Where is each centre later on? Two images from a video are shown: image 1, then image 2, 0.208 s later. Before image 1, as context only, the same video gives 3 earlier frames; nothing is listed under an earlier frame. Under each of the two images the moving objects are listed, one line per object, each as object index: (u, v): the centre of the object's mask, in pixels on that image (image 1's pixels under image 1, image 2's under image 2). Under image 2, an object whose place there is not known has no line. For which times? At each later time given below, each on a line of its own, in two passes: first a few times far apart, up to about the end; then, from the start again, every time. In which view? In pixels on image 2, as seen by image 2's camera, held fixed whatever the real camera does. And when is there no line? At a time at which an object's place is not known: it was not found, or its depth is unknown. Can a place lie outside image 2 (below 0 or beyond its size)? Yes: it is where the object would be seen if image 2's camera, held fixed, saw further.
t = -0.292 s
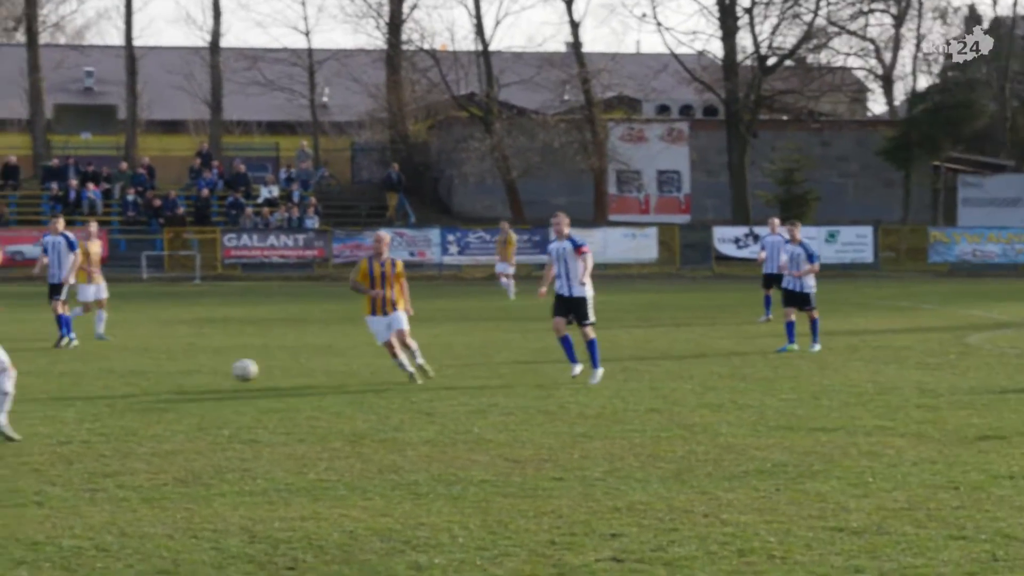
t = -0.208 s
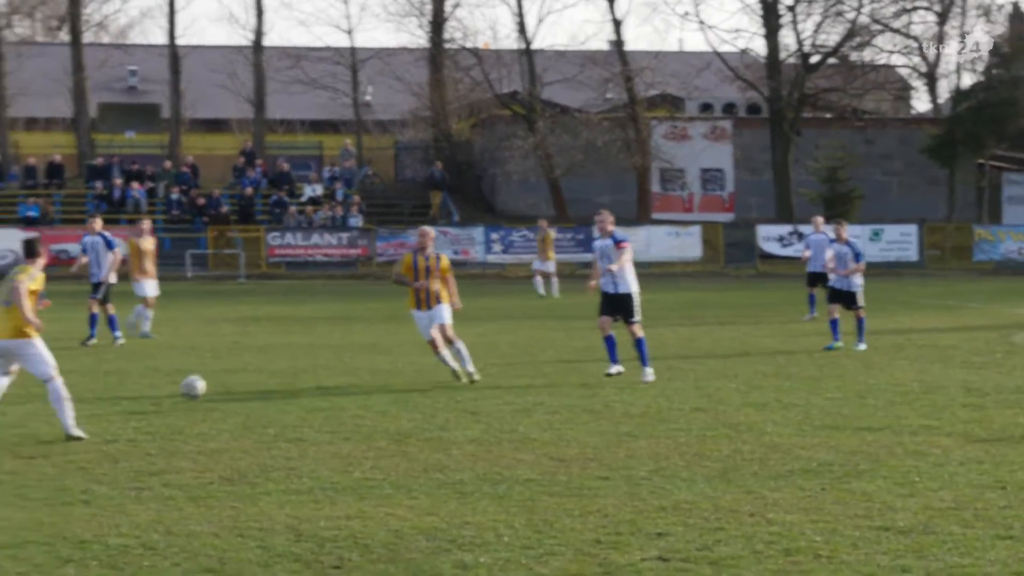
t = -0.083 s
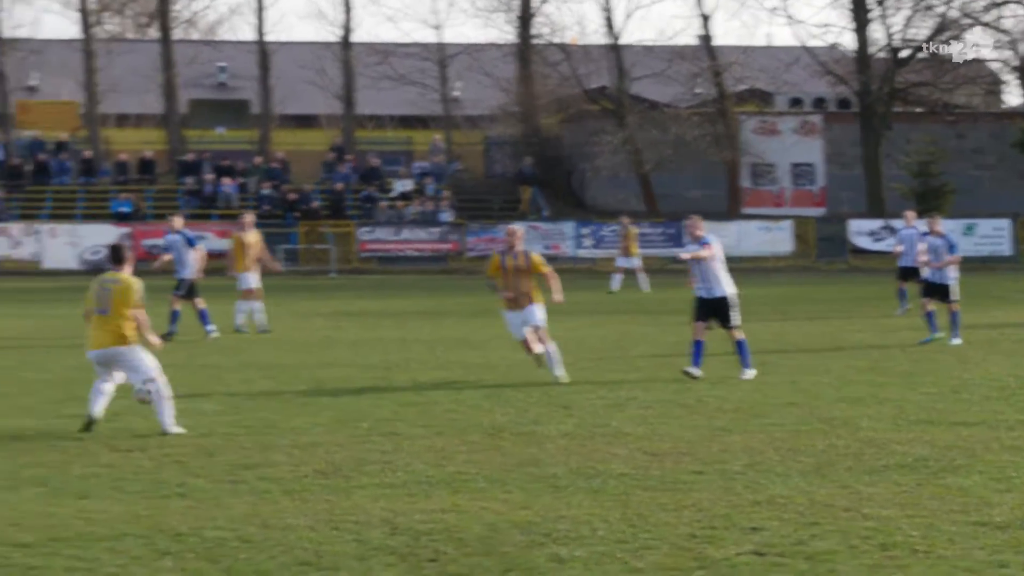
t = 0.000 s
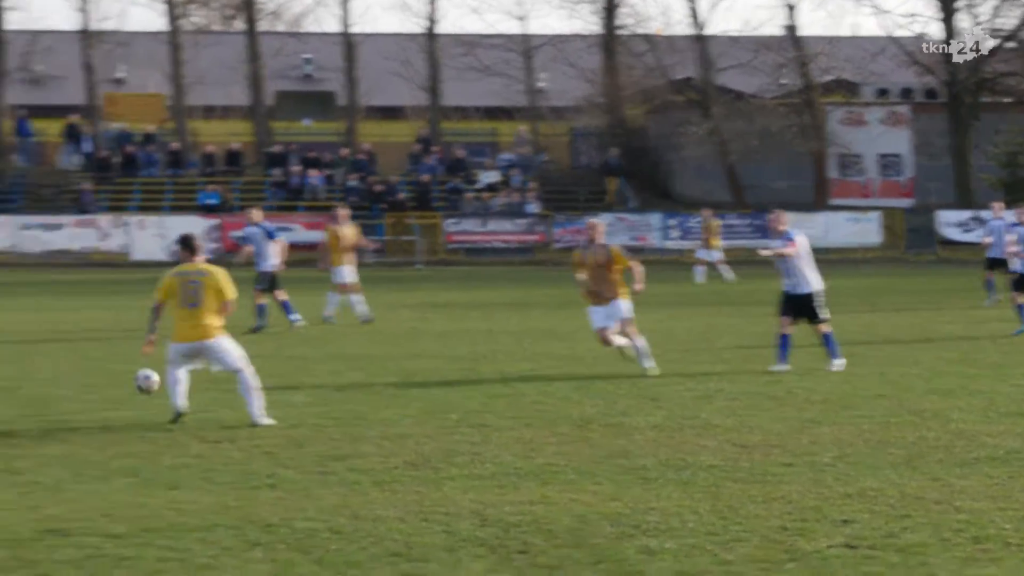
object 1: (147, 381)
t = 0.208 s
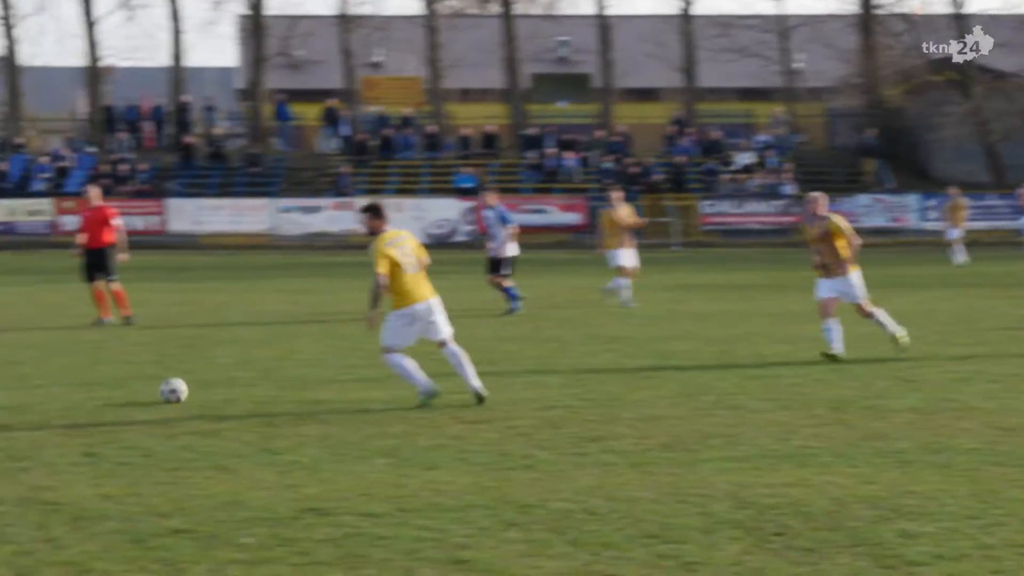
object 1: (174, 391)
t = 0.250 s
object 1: (133, 388)
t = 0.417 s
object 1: (-45, 401)
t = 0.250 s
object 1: (133, 388)
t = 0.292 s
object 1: (90, 388)
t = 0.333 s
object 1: (48, 390)
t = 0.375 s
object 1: (1, 394)
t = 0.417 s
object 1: (-45, 401)
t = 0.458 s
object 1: (-94, 410)
